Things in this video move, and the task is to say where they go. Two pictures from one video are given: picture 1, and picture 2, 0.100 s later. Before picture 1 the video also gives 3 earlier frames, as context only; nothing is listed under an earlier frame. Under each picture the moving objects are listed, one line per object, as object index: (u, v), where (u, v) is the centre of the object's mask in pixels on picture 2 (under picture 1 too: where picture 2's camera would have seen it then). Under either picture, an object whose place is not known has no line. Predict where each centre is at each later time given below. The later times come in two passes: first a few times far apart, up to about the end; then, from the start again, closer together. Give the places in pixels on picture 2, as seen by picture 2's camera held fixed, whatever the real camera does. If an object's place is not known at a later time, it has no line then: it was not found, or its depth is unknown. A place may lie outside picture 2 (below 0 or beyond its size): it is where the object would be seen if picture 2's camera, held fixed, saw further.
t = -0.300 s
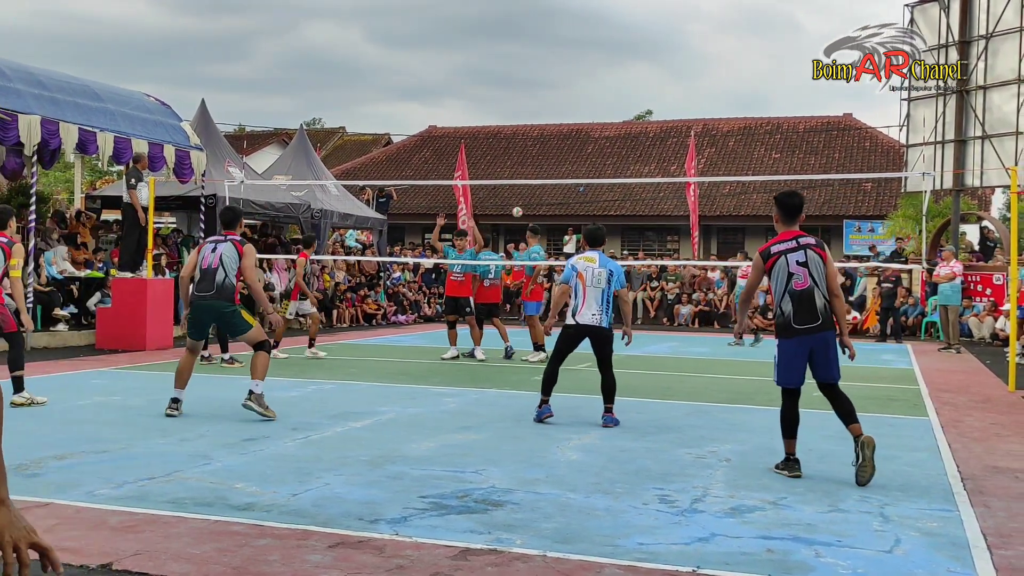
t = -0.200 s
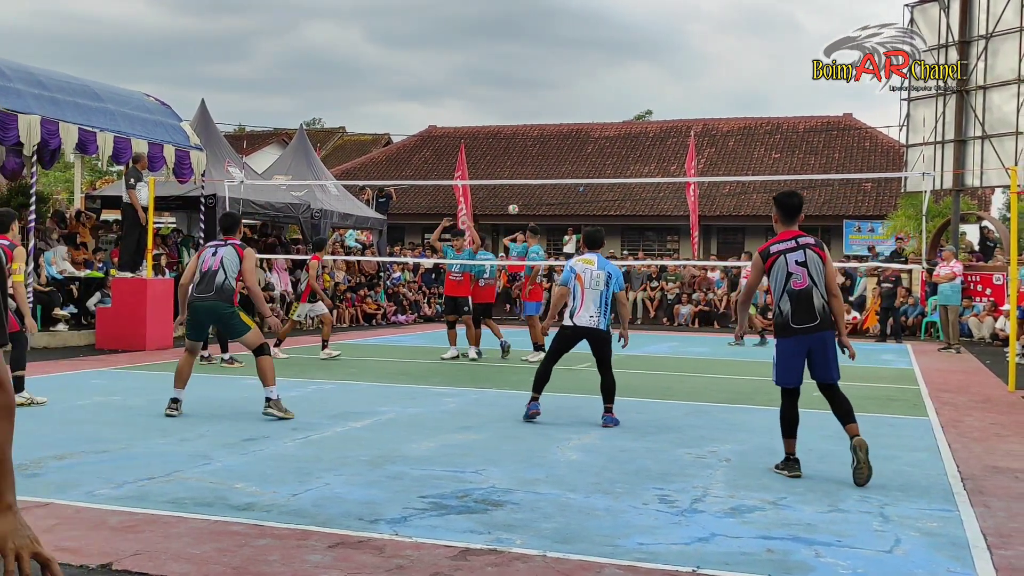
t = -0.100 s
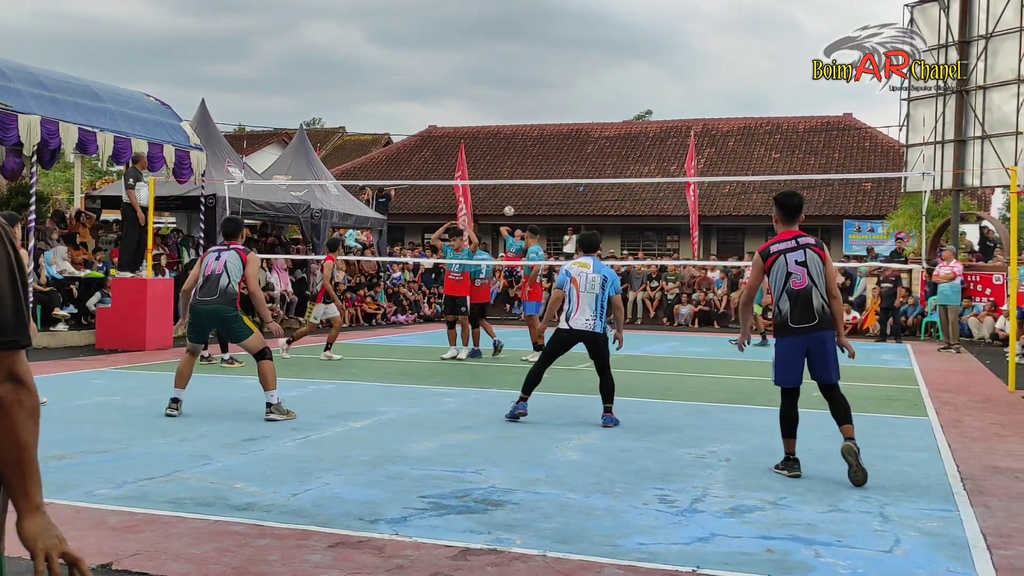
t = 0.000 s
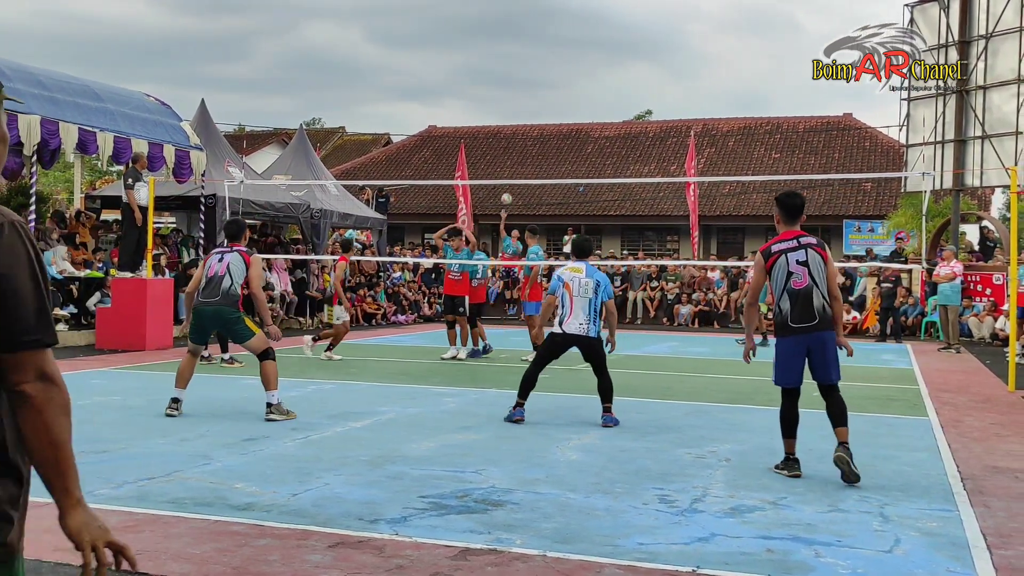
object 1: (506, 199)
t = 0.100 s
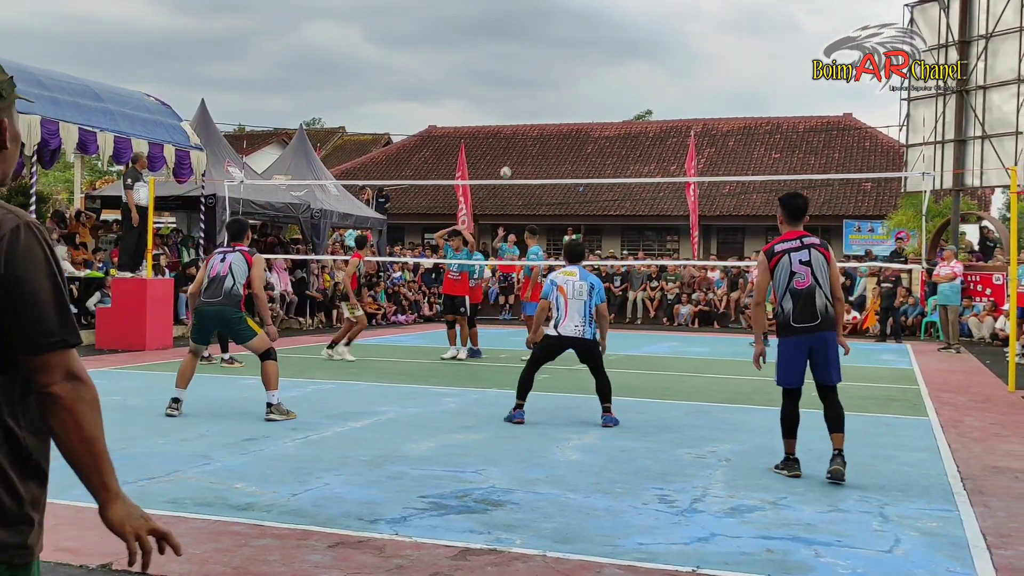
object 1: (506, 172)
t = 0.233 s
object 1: (505, 141)
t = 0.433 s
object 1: (502, 108)
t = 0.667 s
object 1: (492, 93)
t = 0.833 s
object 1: (482, 107)
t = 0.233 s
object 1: (505, 141)
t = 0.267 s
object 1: (505, 134)
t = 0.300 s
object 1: (505, 129)
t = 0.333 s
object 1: (504, 122)
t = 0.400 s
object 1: (503, 112)
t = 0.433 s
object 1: (502, 108)
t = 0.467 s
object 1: (502, 104)
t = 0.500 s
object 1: (500, 100)
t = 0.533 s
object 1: (499, 97)
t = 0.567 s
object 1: (497, 95)
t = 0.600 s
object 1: (496, 93)
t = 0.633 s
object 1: (494, 93)
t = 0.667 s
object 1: (492, 93)
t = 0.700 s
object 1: (490, 93)
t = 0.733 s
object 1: (488, 95)
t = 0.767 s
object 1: (487, 98)
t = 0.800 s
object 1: (485, 102)
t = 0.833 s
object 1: (482, 107)
